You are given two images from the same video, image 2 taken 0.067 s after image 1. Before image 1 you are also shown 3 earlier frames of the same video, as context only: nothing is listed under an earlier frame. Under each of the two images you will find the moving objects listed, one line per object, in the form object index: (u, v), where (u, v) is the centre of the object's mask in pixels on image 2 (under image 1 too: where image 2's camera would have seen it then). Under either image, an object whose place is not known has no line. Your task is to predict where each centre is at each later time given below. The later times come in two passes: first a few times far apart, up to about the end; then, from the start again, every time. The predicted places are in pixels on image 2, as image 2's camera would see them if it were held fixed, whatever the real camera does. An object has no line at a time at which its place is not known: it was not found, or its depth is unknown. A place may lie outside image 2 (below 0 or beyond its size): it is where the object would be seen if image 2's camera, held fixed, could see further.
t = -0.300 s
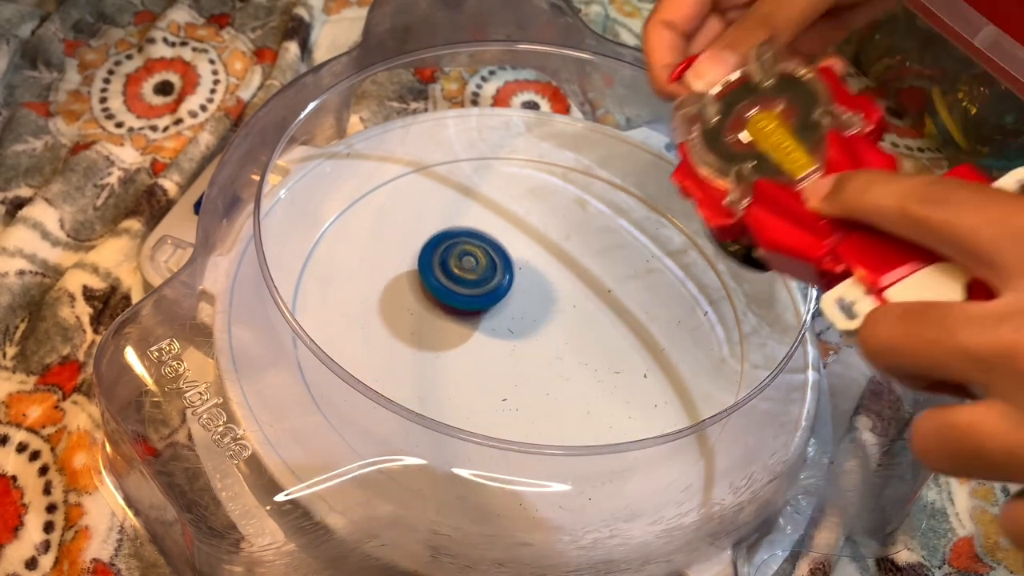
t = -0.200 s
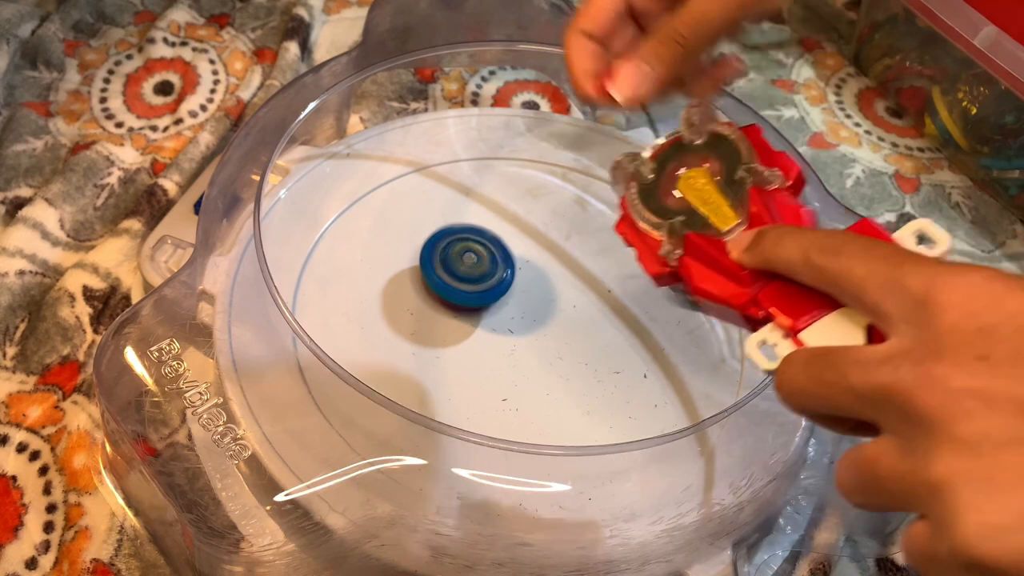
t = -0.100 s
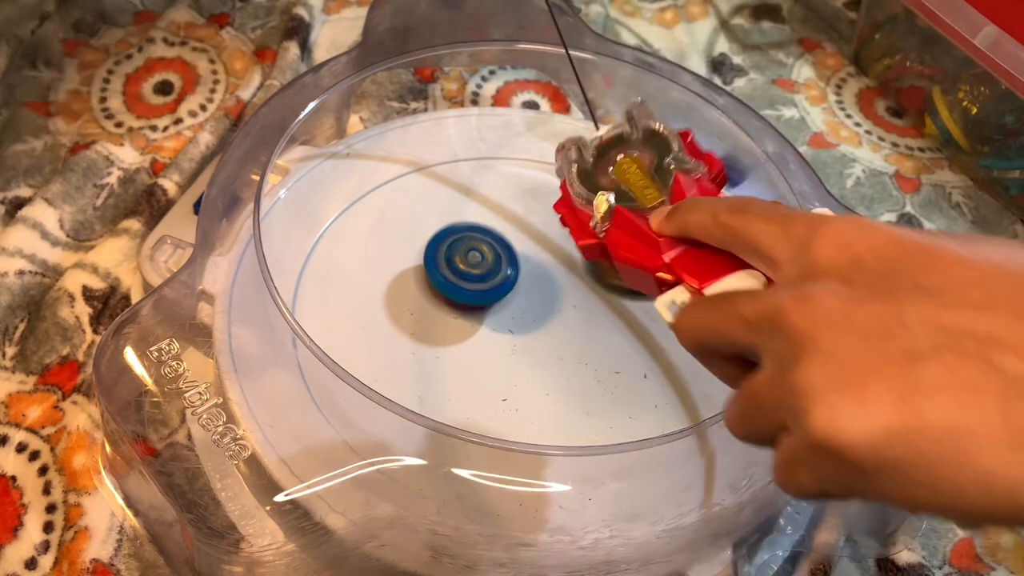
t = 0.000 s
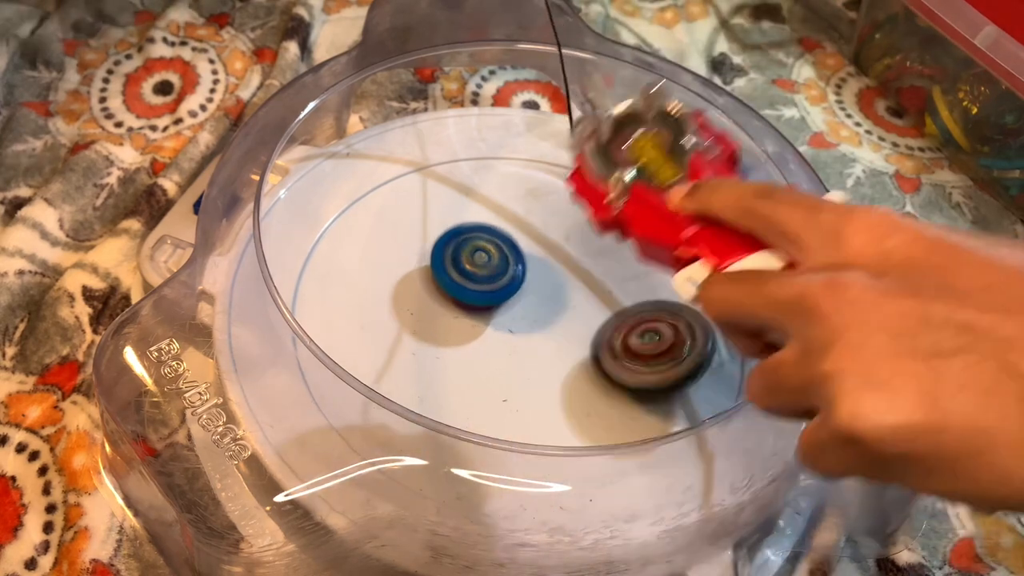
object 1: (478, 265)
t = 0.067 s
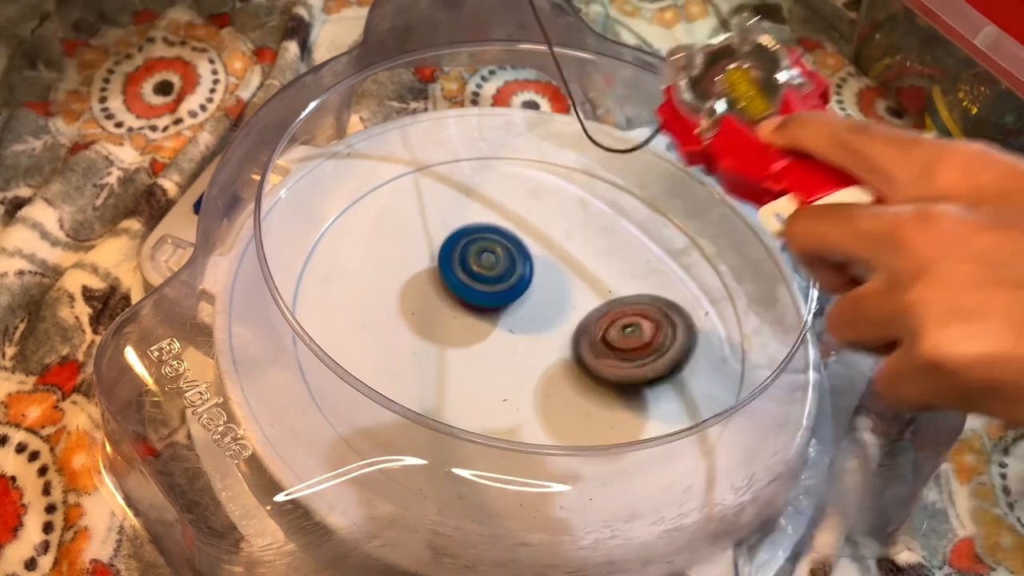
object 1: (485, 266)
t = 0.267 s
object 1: (505, 268)
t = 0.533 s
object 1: (533, 265)
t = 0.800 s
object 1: (552, 269)
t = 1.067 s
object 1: (575, 252)
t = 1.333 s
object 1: (558, 255)
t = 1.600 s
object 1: (557, 293)
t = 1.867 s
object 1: (663, 278)
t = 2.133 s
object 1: (638, 247)
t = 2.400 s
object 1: (583, 268)
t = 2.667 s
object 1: (550, 312)
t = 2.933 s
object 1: (540, 347)
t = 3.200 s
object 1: (664, 388)
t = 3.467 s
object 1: (608, 352)
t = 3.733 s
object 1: (632, 346)
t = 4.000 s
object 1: (637, 304)
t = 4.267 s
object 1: (564, 291)
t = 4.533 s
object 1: (567, 260)
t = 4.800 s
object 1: (523, 251)
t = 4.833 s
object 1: (519, 252)
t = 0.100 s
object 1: (488, 266)
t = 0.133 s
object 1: (492, 267)
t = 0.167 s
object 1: (495, 267)
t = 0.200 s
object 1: (498, 267)
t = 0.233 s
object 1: (501, 268)
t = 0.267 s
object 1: (505, 268)
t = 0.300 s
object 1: (508, 268)
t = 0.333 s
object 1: (513, 268)
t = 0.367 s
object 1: (517, 268)
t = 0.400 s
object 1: (521, 268)
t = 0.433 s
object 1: (524, 267)
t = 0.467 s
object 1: (528, 267)
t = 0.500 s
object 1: (531, 266)
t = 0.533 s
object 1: (533, 265)
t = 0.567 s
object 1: (536, 265)
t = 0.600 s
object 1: (539, 266)
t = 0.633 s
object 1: (542, 266)
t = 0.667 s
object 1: (544, 267)
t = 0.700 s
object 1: (546, 267)
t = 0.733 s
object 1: (549, 268)
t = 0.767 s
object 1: (551, 269)
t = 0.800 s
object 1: (552, 269)
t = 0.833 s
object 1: (554, 270)
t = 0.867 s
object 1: (557, 271)
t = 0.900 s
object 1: (560, 270)
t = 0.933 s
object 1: (568, 263)
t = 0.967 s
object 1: (572, 260)
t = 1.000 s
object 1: (575, 257)
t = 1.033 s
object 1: (575, 255)
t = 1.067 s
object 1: (575, 252)
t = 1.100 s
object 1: (574, 250)
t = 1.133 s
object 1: (572, 248)
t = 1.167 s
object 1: (570, 247)
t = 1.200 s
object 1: (567, 247)
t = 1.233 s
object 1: (565, 248)
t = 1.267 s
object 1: (563, 250)
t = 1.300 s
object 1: (560, 252)
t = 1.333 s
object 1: (558, 255)
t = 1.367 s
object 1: (555, 259)
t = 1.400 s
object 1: (554, 264)
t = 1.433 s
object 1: (553, 269)
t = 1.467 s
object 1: (553, 273)
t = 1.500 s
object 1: (554, 279)
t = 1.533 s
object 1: (555, 284)
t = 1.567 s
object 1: (556, 288)
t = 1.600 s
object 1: (557, 293)
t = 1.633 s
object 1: (558, 297)
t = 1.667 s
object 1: (560, 301)
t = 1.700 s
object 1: (563, 305)
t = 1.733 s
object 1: (565, 309)
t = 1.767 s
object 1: (581, 308)
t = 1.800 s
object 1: (617, 297)
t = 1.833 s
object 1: (645, 287)
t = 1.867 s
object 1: (663, 278)
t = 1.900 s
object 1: (670, 272)
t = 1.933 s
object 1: (671, 267)
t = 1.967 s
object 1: (669, 262)
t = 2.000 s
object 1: (664, 258)
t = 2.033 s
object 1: (658, 254)
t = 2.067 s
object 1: (651, 251)
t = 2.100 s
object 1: (644, 248)
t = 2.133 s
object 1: (638, 247)
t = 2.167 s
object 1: (631, 246)
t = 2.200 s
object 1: (624, 247)
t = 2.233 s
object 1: (617, 248)
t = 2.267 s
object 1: (610, 250)
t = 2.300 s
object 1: (603, 254)
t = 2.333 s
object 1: (596, 258)
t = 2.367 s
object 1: (589, 263)
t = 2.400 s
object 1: (583, 268)
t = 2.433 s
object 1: (577, 274)
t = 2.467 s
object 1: (570, 280)
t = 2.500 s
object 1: (565, 286)
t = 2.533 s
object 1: (560, 291)
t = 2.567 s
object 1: (556, 297)
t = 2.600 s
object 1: (553, 302)
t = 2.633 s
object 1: (551, 307)
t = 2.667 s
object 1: (550, 312)
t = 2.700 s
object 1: (548, 317)
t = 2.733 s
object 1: (547, 322)
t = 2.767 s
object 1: (546, 327)
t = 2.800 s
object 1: (545, 331)
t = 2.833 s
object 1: (544, 335)
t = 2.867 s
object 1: (543, 338)
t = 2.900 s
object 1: (541, 343)
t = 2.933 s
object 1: (540, 347)
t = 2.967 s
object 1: (572, 364)
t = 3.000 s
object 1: (607, 380)
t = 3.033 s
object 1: (634, 393)
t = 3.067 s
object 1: (653, 396)
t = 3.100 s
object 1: (663, 396)
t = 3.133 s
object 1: (666, 394)
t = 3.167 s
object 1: (666, 392)
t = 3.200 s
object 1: (664, 388)
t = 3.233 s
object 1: (660, 382)
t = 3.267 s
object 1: (654, 375)
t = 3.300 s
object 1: (648, 370)
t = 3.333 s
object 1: (641, 366)
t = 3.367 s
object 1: (633, 362)
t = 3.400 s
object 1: (625, 358)
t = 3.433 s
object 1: (617, 355)
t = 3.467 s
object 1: (608, 352)
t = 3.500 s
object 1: (600, 349)
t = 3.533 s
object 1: (592, 346)
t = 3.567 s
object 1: (583, 344)
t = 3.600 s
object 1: (573, 341)
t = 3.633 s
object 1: (595, 345)
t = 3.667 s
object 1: (615, 347)
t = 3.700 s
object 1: (628, 347)
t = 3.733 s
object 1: (632, 346)
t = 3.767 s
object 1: (642, 346)
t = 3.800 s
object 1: (659, 346)
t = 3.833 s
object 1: (666, 344)
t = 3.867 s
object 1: (666, 338)
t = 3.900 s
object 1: (662, 330)
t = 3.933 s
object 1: (655, 321)
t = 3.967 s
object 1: (647, 311)
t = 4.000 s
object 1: (637, 304)
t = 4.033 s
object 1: (626, 298)
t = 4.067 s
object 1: (614, 293)
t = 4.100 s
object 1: (603, 289)
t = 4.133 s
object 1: (593, 288)
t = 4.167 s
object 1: (584, 288)
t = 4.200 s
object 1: (577, 289)
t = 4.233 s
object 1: (570, 290)
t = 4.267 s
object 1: (564, 291)
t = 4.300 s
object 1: (557, 293)
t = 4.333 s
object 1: (553, 294)
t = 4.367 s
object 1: (552, 294)
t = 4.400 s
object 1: (563, 282)
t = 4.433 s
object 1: (571, 273)
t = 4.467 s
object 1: (574, 267)
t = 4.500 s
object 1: (572, 263)
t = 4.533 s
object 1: (567, 260)
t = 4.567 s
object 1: (562, 257)
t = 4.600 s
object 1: (556, 255)
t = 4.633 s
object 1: (550, 254)
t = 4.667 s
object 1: (544, 253)
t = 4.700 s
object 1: (539, 252)
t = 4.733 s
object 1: (533, 251)
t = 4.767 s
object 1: (528, 251)
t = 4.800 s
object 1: (523, 251)
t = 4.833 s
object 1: (519, 252)
